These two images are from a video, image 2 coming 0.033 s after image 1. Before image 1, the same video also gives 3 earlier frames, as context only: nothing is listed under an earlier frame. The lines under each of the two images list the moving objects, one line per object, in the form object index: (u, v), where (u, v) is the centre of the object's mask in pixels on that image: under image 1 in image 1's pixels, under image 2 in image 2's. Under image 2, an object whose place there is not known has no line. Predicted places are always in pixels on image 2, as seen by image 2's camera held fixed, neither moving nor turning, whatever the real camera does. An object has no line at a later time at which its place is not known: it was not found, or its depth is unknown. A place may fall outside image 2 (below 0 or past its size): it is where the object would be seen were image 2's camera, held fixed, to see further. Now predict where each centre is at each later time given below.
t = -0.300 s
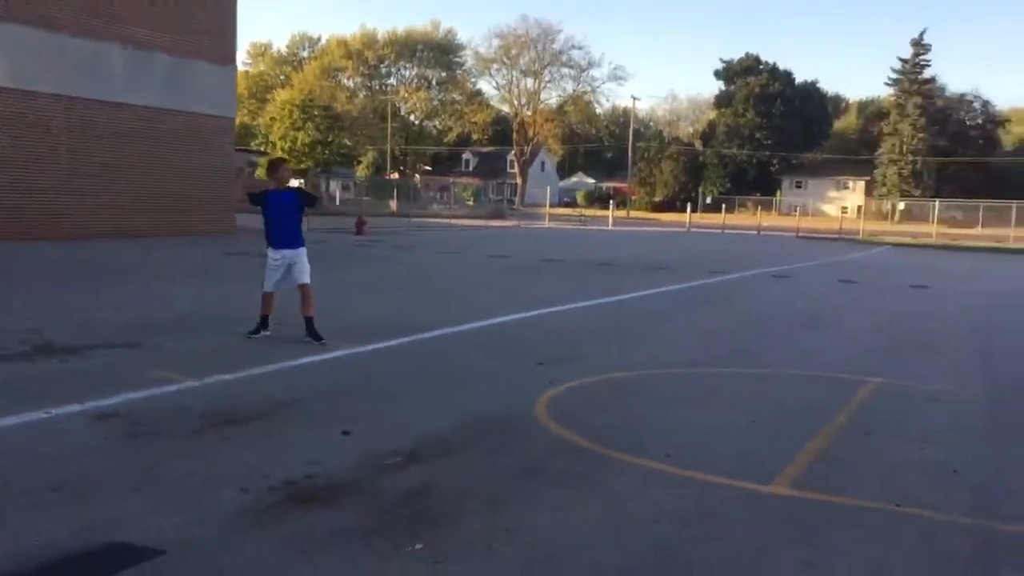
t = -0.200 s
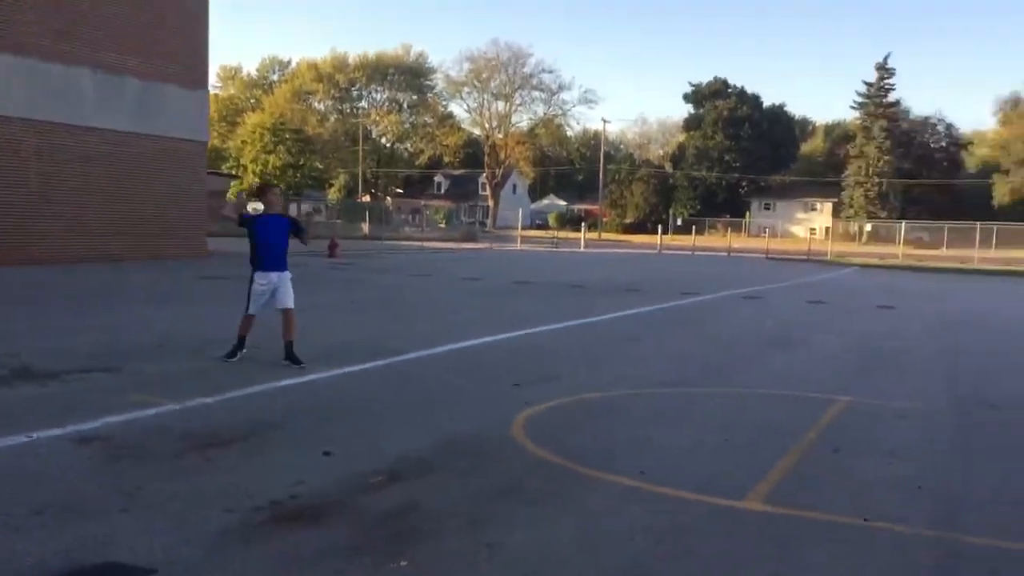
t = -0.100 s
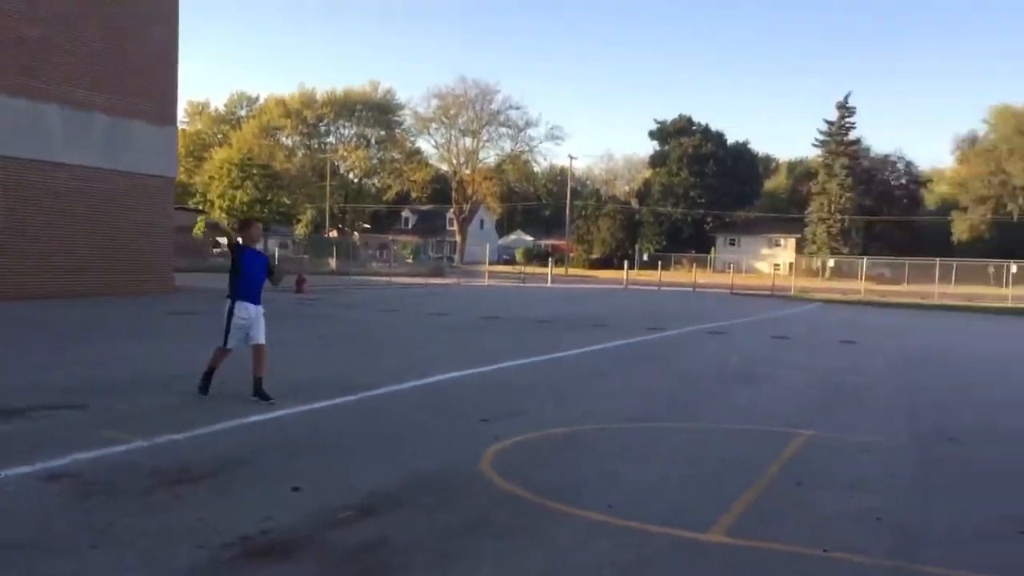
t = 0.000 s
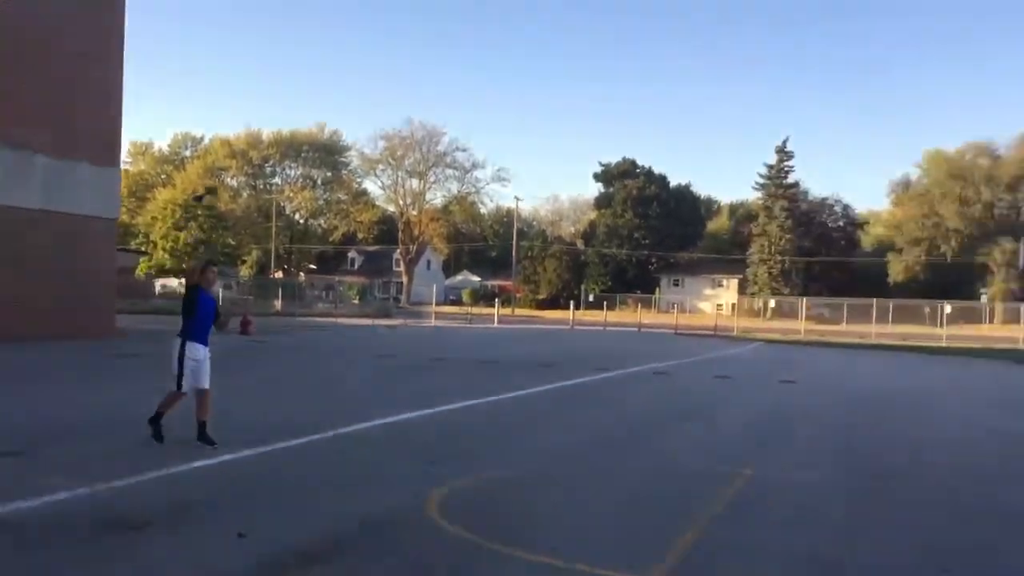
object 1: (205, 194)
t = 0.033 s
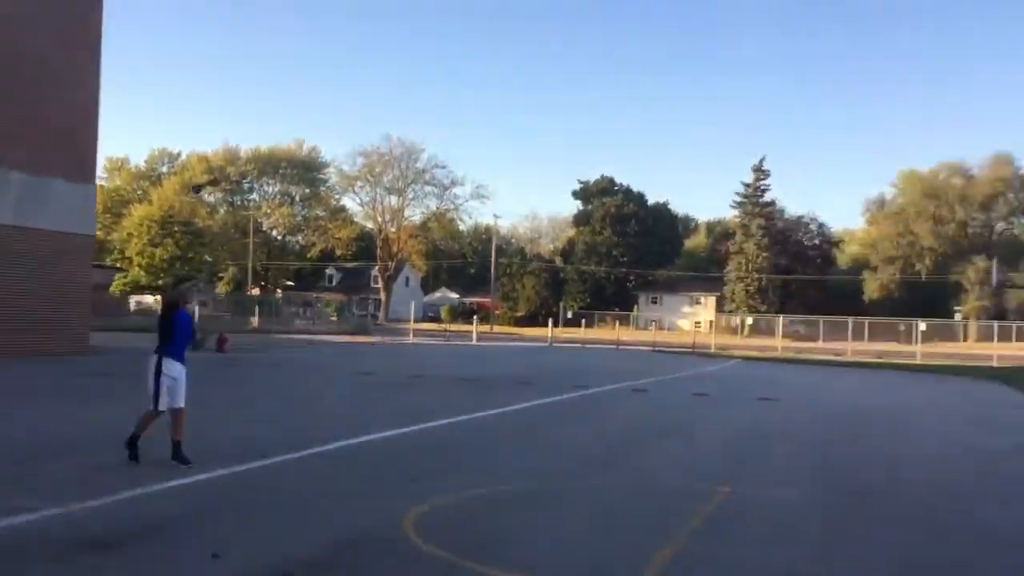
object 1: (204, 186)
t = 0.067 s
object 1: (232, 161)
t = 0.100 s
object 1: (259, 139)
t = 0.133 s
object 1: (286, 115)
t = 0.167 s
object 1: (314, 95)
